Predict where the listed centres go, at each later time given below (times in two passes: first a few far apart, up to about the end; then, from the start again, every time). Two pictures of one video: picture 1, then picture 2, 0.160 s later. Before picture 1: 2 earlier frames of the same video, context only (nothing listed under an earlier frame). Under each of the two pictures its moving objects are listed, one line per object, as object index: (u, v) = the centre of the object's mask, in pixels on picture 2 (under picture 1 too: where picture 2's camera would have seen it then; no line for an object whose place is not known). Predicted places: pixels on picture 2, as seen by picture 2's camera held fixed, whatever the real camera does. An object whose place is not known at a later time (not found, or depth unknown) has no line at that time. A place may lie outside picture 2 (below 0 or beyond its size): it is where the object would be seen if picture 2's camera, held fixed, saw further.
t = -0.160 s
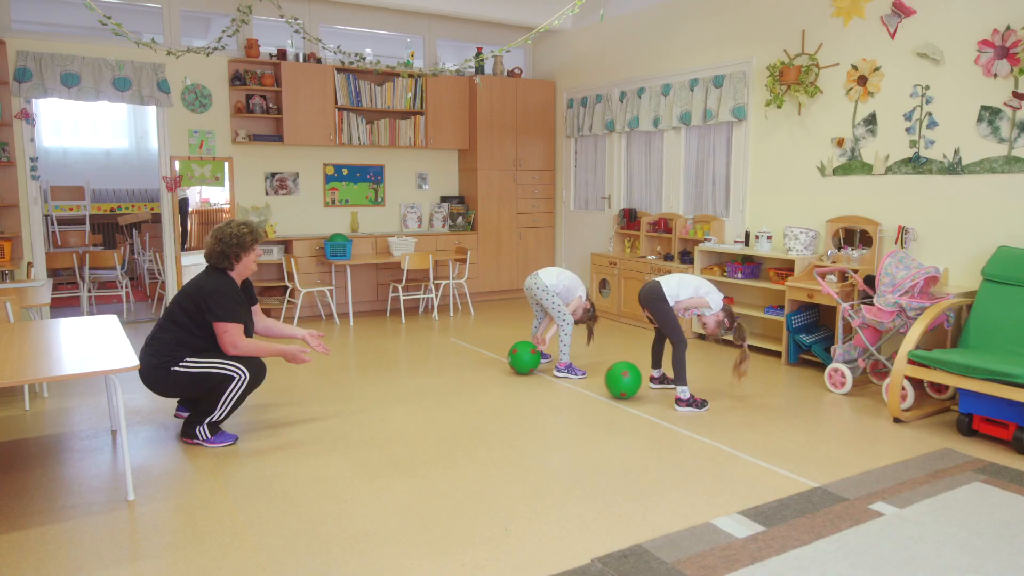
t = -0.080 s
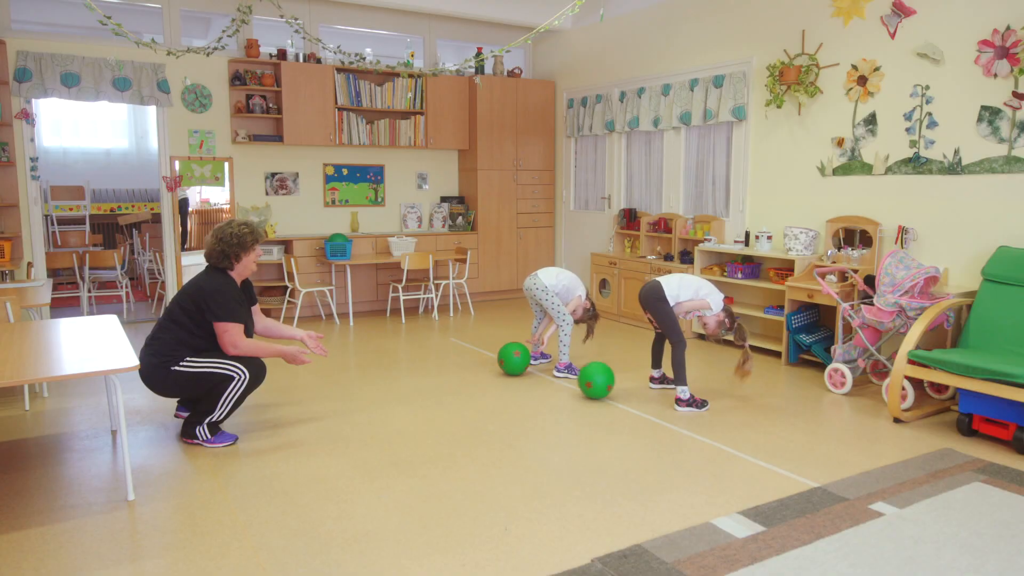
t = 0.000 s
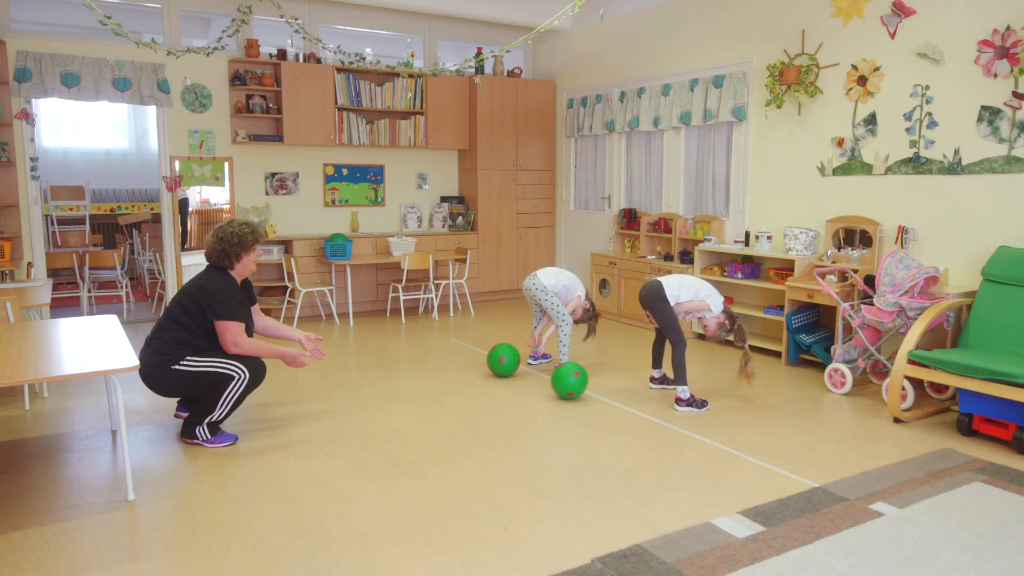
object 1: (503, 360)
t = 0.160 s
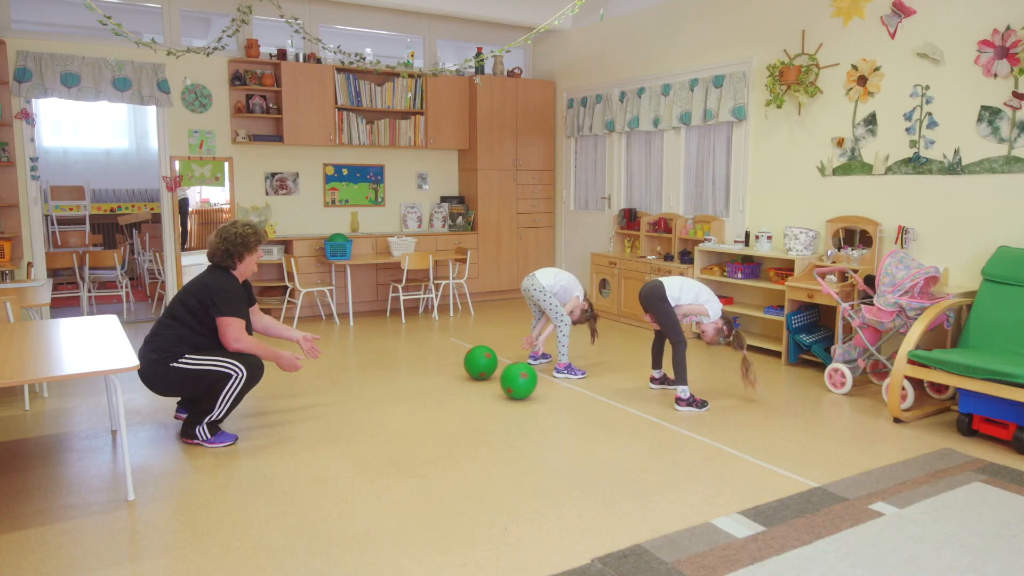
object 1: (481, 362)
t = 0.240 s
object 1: (467, 362)
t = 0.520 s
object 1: (433, 367)
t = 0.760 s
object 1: (399, 372)
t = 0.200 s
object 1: (475, 363)
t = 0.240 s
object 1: (467, 362)
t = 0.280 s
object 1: (460, 361)
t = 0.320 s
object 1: (454, 359)
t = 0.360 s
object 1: (451, 357)
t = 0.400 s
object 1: (450, 359)
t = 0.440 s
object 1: (446, 363)
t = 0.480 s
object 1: (440, 365)
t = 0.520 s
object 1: (433, 367)
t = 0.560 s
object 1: (426, 368)
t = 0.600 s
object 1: (421, 369)
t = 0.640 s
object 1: (416, 370)
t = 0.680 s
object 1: (411, 370)
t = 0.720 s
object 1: (405, 371)
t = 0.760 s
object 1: (399, 372)
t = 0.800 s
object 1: (394, 373)
